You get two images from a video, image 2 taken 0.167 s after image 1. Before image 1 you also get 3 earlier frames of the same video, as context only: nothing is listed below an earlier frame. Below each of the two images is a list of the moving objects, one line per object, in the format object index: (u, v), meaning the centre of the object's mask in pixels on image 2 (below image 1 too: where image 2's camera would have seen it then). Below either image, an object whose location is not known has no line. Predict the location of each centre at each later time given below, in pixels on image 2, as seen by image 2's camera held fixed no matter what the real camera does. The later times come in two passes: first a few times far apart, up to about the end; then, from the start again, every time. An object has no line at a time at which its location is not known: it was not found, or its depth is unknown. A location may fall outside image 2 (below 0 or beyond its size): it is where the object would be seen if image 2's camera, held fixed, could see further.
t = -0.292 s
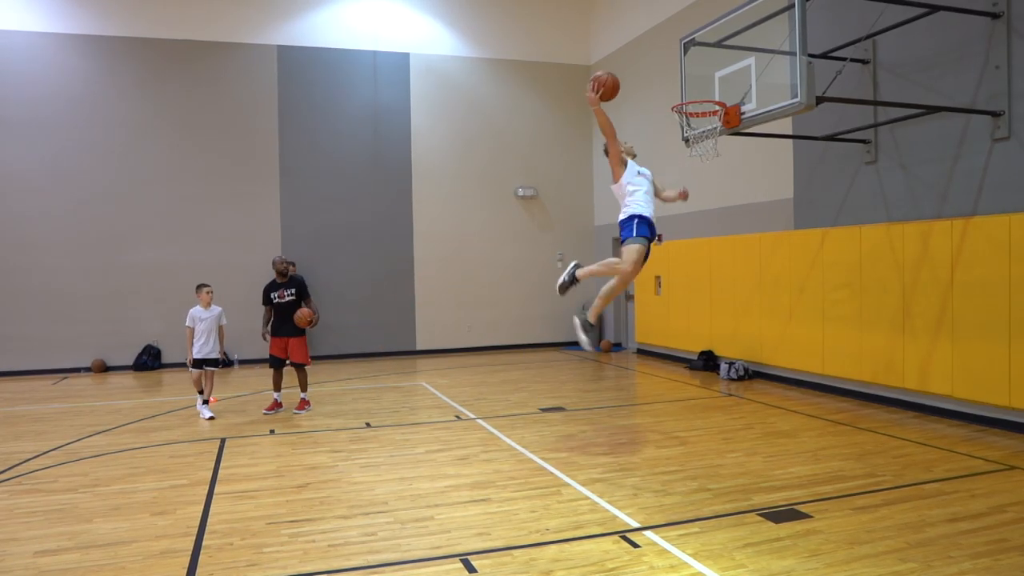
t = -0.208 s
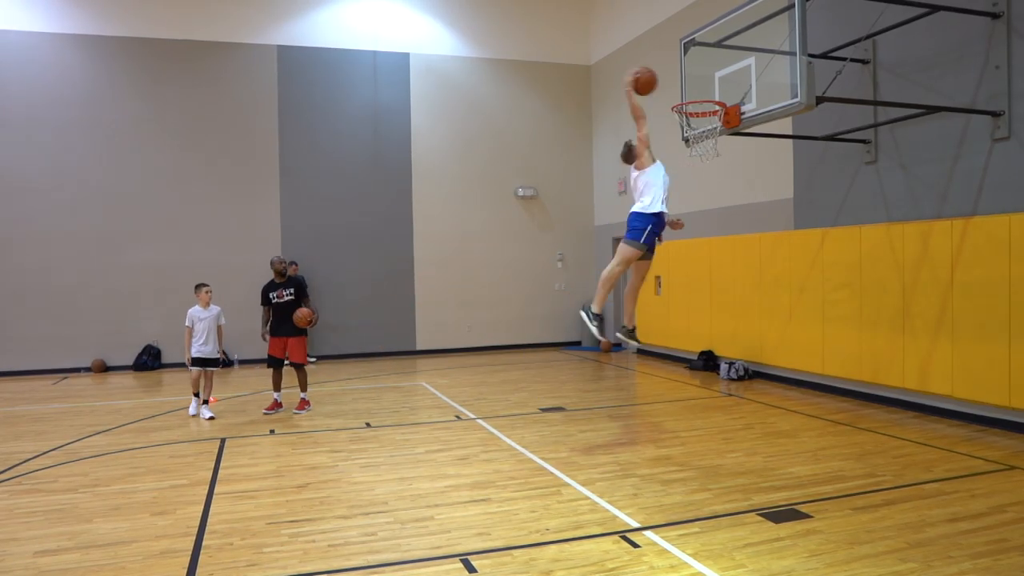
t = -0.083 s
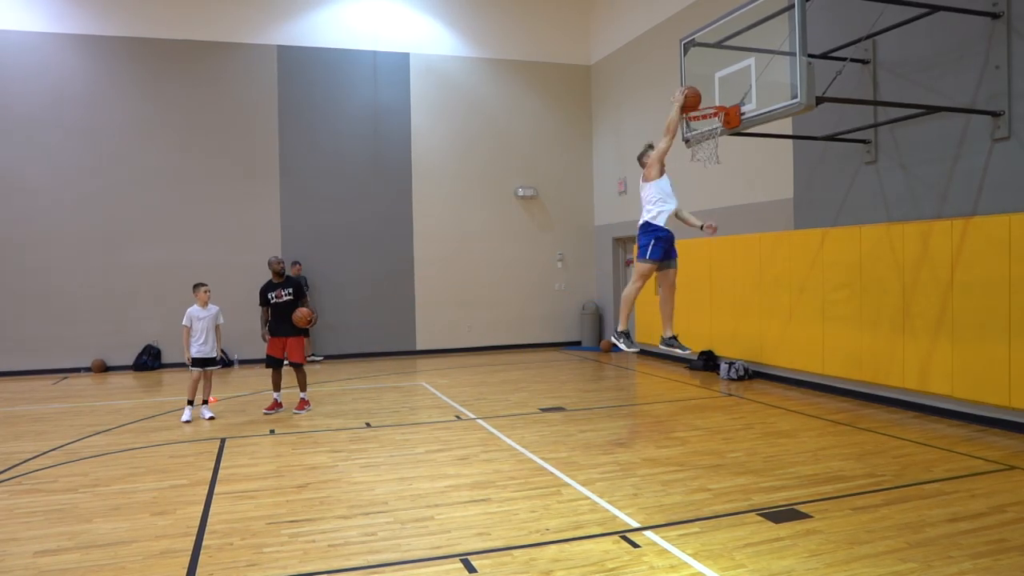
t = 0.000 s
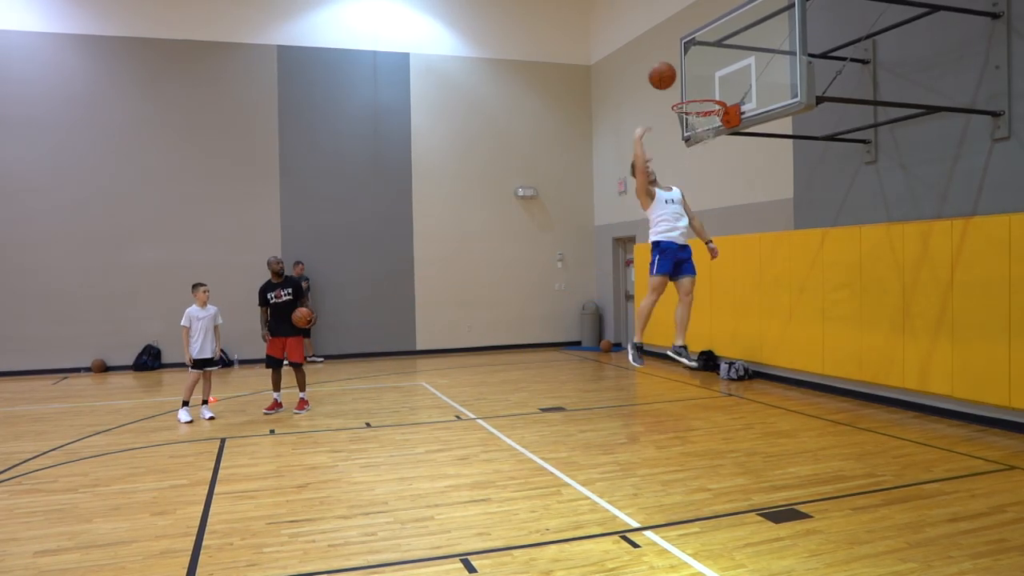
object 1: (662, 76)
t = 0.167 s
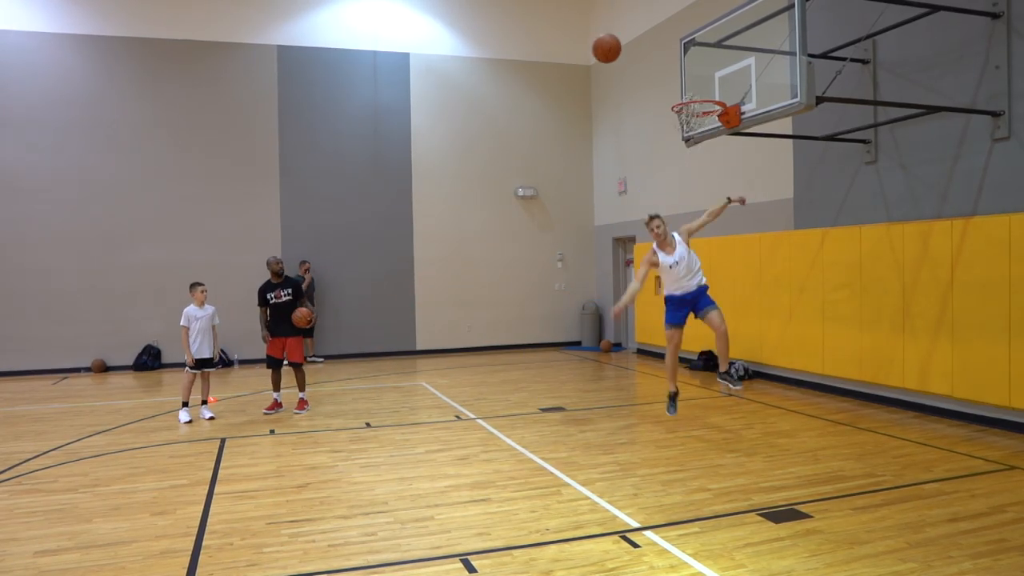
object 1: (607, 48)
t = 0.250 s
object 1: (577, 46)
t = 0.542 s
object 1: (463, 114)
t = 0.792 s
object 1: (351, 288)
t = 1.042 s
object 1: (225, 475)
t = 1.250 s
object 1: (78, 339)
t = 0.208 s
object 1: (592, 46)
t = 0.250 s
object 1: (577, 46)
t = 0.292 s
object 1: (561, 48)
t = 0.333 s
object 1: (546, 53)
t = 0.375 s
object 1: (530, 60)
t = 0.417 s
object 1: (513, 70)
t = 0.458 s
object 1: (497, 82)
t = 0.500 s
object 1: (480, 97)
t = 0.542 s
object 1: (463, 114)
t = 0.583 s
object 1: (445, 135)
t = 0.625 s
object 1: (426, 159)
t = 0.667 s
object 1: (408, 186)
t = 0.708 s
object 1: (389, 217)
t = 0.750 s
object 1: (371, 252)
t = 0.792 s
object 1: (351, 288)
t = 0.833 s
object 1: (332, 331)
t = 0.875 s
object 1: (312, 376)
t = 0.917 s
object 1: (293, 426)
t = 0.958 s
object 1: (274, 477)
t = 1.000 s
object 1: (252, 507)
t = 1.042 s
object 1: (225, 475)
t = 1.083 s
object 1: (197, 444)
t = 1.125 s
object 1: (168, 415)
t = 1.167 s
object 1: (140, 387)
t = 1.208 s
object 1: (110, 362)
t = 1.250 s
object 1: (78, 339)
